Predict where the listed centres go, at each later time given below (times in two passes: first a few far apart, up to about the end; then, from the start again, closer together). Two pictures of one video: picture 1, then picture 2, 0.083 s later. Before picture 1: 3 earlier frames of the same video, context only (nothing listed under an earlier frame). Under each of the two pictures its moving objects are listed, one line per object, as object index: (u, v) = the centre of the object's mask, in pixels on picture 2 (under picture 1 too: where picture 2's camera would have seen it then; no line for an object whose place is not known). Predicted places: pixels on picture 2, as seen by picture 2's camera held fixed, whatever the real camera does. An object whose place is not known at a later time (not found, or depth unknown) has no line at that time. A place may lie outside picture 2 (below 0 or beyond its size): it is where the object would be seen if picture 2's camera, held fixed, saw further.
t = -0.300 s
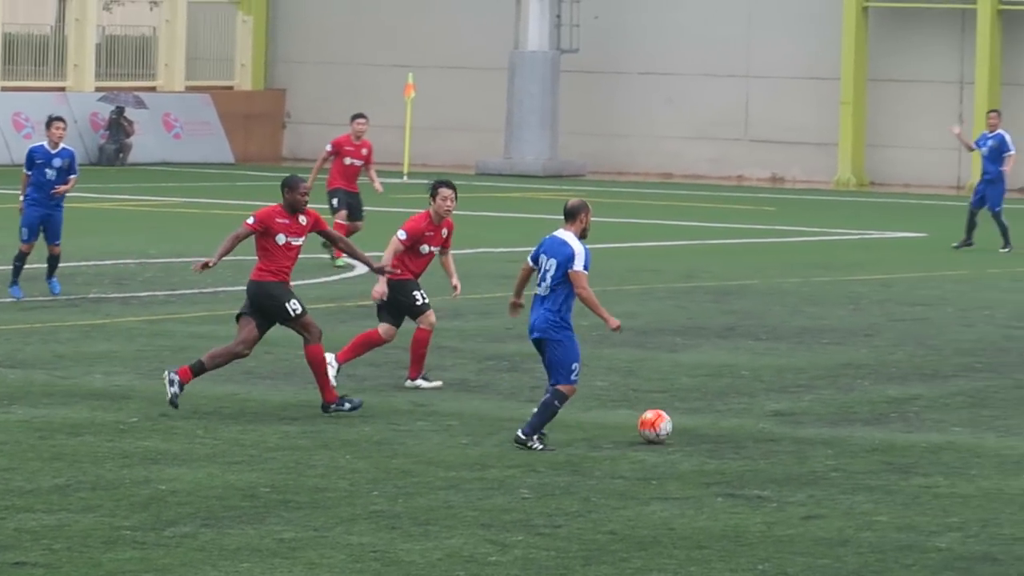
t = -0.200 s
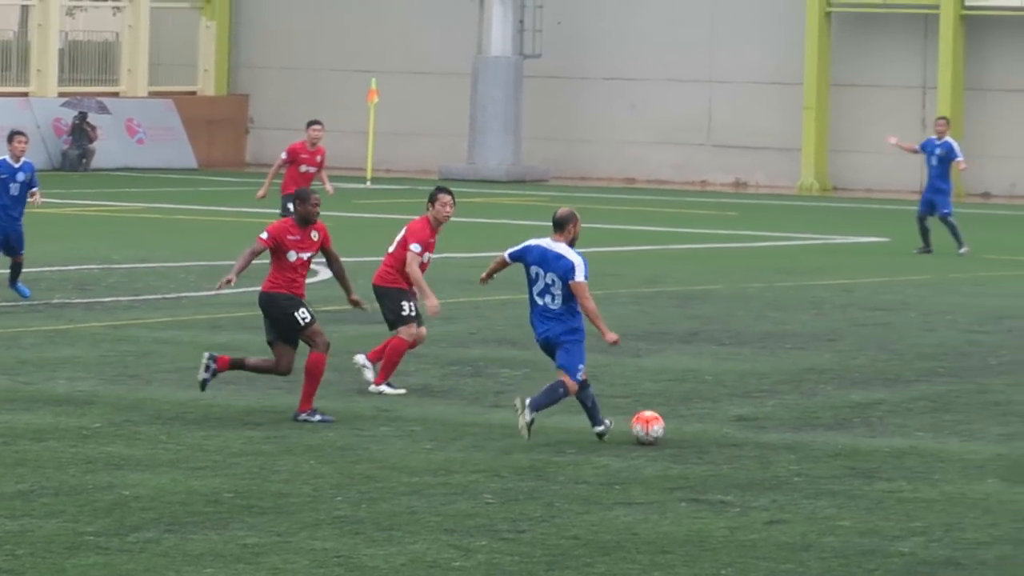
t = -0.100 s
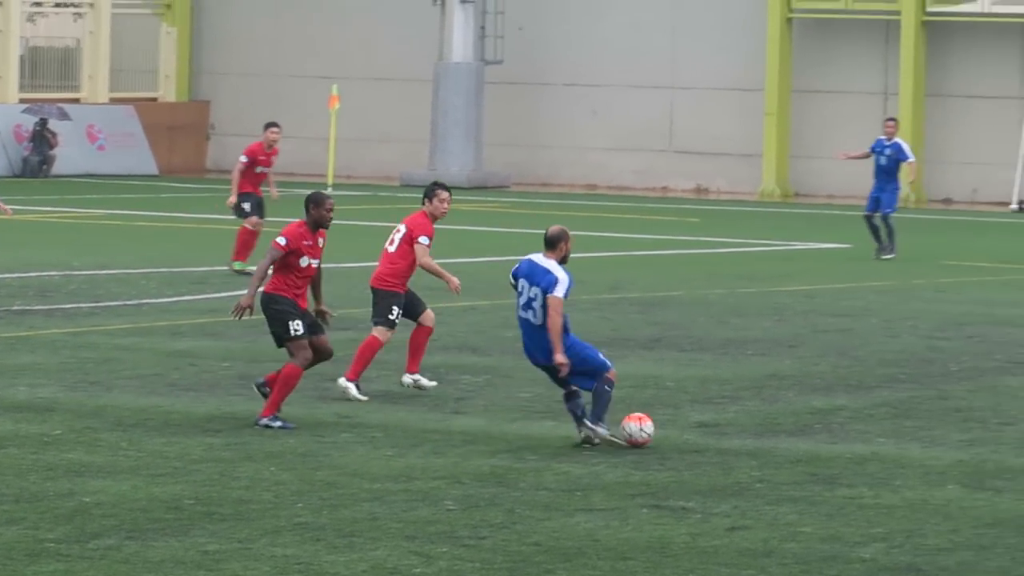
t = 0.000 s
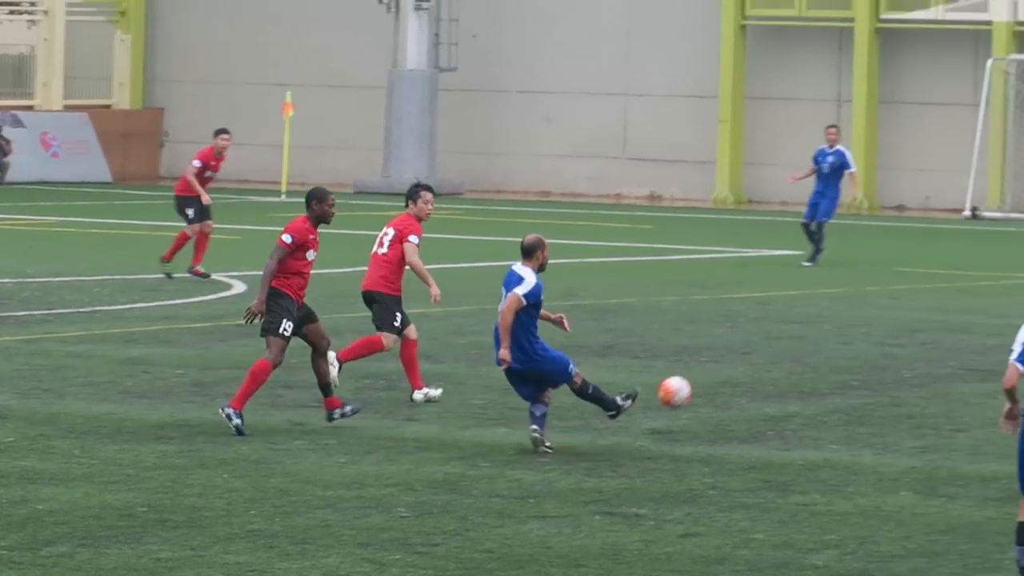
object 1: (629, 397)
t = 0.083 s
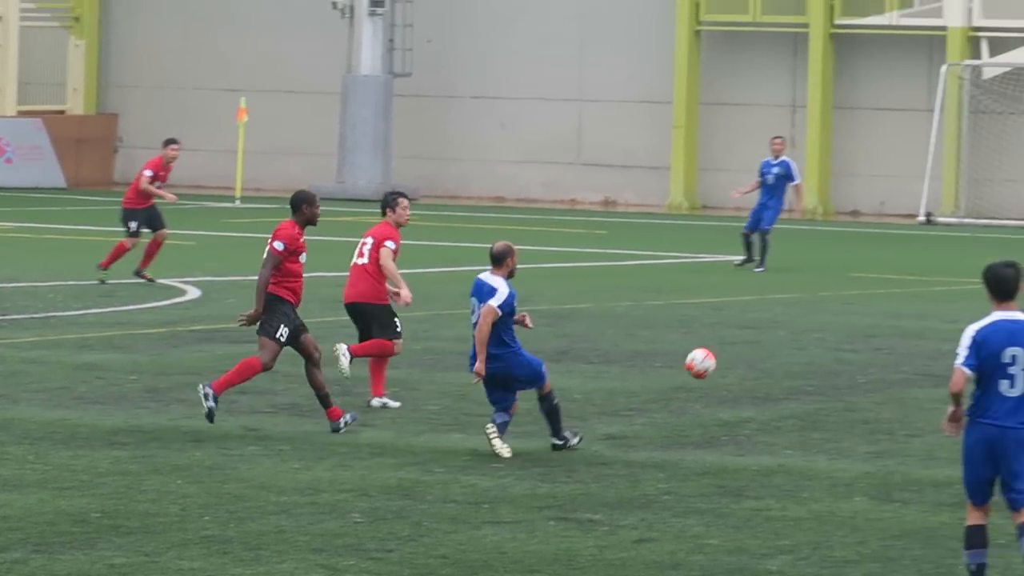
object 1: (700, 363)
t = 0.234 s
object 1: (797, 337)
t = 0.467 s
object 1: (883, 332)
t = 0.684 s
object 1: (916, 306)
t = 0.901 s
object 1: (936, 297)
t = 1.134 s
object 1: (934, 294)
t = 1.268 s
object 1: (933, 291)
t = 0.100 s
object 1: (713, 359)
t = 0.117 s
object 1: (725, 354)
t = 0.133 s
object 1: (737, 350)
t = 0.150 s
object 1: (748, 347)
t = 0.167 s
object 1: (758, 344)
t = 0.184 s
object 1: (768, 341)
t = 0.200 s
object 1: (778, 340)
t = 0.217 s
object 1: (787, 338)
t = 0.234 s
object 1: (797, 337)
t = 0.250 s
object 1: (804, 337)
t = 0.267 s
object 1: (812, 337)
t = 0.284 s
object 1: (821, 337)
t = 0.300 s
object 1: (829, 338)
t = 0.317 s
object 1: (836, 339)
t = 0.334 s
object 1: (842, 341)
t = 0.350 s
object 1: (849, 342)
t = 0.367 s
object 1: (854, 345)
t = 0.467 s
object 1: (883, 332)
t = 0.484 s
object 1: (887, 328)
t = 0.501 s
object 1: (889, 324)
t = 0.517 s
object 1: (889, 319)
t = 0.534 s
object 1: (889, 311)
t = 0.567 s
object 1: (907, 306)
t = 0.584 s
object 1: (909, 308)
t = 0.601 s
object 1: (909, 309)
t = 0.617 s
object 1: (910, 309)
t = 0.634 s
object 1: (912, 308)
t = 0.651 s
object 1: (913, 307)
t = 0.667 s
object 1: (915, 306)
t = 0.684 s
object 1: (916, 306)
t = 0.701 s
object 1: (917, 306)
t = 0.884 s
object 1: (936, 297)
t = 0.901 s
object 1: (936, 297)
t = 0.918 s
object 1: (935, 297)
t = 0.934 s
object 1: (934, 297)
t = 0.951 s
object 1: (934, 298)
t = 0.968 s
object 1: (933, 298)
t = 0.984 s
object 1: (933, 300)
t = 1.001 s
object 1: (934, 302)
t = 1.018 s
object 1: (934, 303)
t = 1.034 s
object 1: (934, 305)
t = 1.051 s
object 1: (934, 303)
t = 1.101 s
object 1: (935, 296)
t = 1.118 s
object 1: (934, 295)
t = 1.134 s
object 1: (934, 294)
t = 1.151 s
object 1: (934, 294)
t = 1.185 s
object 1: (935, 293)
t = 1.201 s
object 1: (934, 293)
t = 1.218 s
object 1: (934, 294)
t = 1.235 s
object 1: (934, 295)
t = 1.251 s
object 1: (934, 293)
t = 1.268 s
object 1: (933, 291)
